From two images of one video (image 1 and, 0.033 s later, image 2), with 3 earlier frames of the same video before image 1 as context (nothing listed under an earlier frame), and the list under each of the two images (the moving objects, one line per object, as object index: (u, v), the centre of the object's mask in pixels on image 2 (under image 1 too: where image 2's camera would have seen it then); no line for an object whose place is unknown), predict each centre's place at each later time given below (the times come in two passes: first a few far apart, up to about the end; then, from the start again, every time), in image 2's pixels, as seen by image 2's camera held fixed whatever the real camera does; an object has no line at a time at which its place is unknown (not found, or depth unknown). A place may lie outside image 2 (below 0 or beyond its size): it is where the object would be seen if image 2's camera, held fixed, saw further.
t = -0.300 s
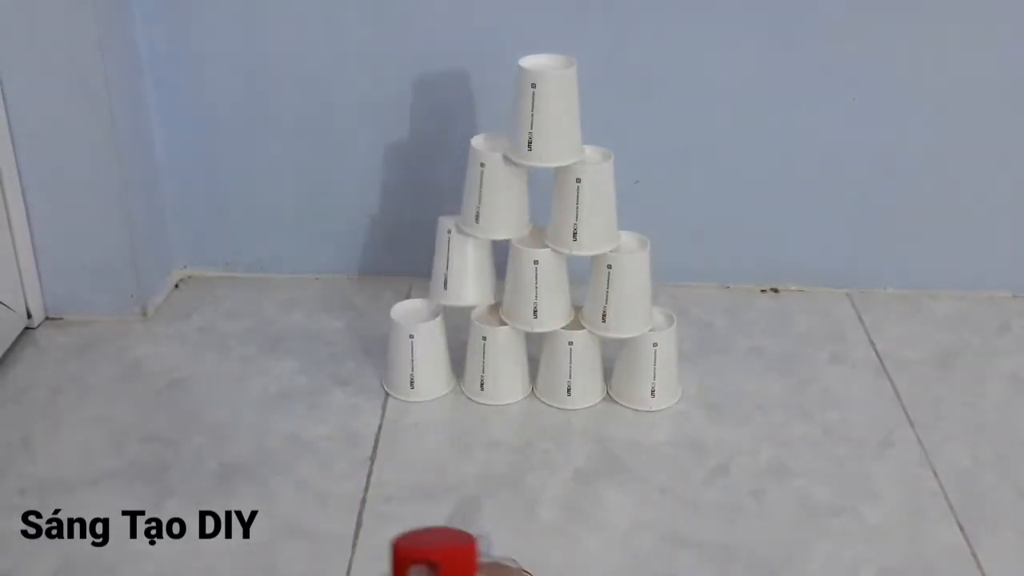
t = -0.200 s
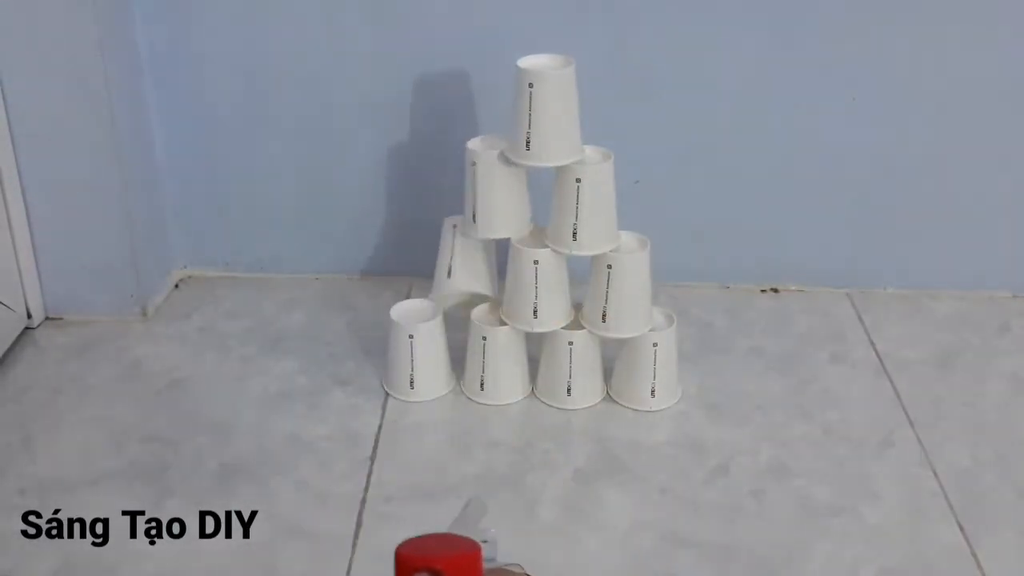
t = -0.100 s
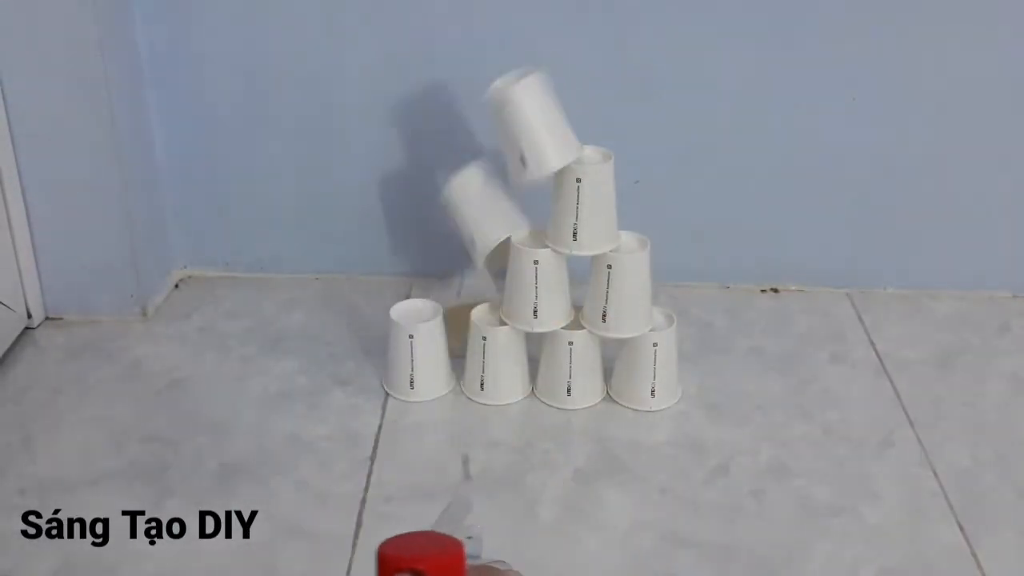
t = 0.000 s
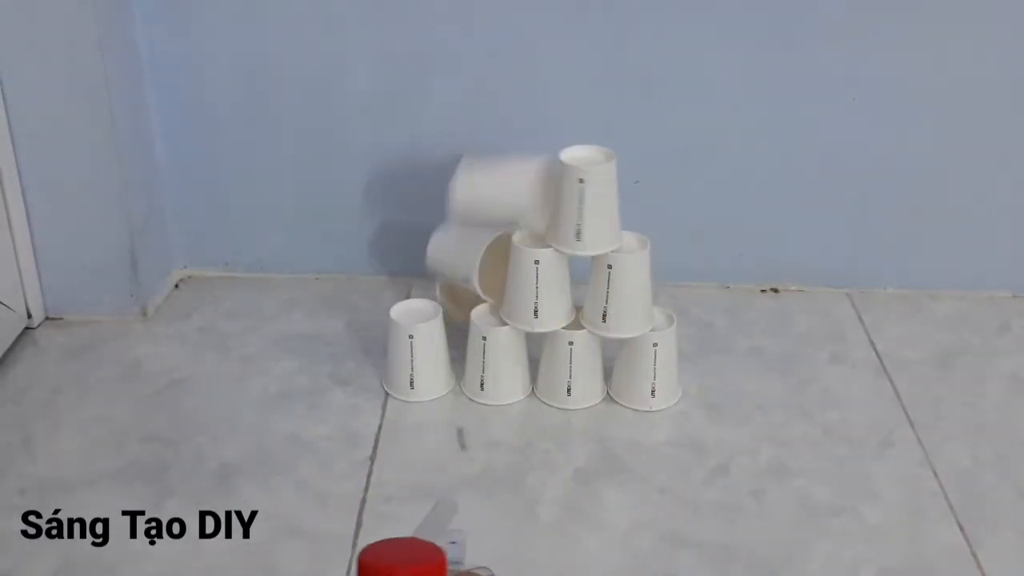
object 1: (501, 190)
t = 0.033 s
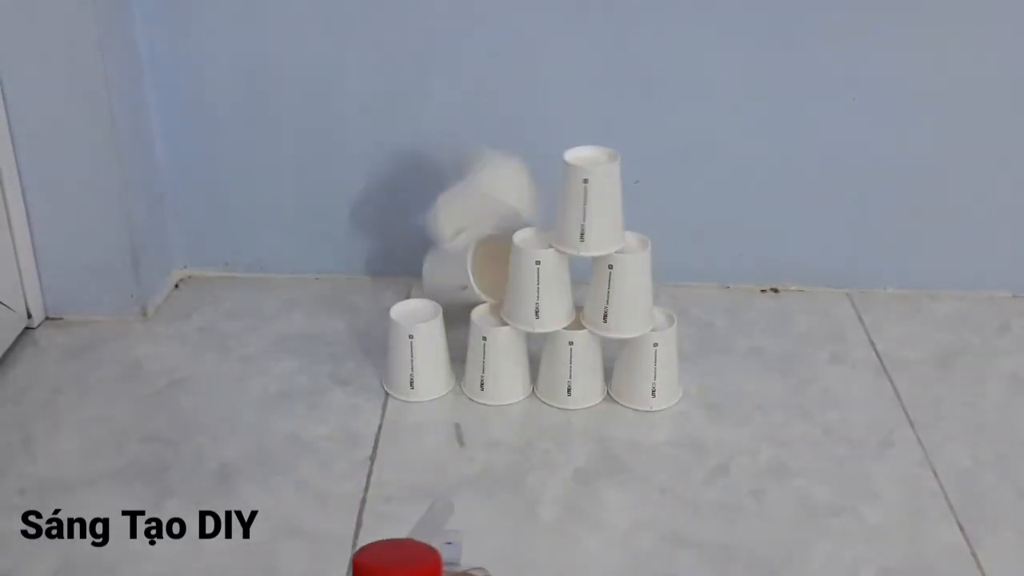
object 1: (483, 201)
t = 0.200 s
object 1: (327, 299)
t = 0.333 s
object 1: (363, 285)
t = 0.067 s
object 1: (451, 196)
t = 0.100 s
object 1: (413, 206)
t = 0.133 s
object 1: (379, 229)
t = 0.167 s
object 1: (354, 261)
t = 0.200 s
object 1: (327, 299)
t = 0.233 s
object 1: (319, 315)
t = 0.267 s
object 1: (331, 297)
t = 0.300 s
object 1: (346, 286)
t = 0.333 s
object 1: (363, 285)
